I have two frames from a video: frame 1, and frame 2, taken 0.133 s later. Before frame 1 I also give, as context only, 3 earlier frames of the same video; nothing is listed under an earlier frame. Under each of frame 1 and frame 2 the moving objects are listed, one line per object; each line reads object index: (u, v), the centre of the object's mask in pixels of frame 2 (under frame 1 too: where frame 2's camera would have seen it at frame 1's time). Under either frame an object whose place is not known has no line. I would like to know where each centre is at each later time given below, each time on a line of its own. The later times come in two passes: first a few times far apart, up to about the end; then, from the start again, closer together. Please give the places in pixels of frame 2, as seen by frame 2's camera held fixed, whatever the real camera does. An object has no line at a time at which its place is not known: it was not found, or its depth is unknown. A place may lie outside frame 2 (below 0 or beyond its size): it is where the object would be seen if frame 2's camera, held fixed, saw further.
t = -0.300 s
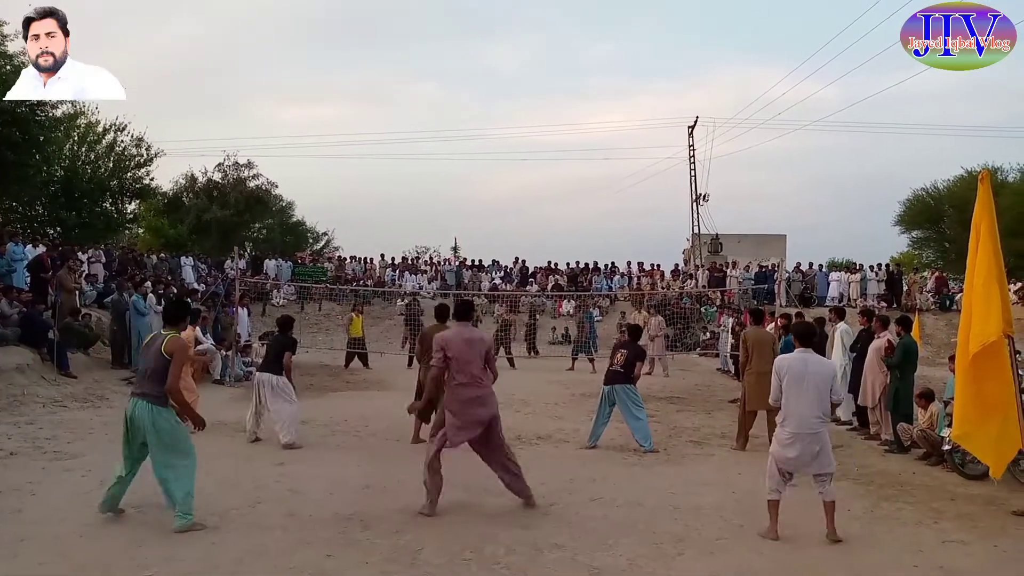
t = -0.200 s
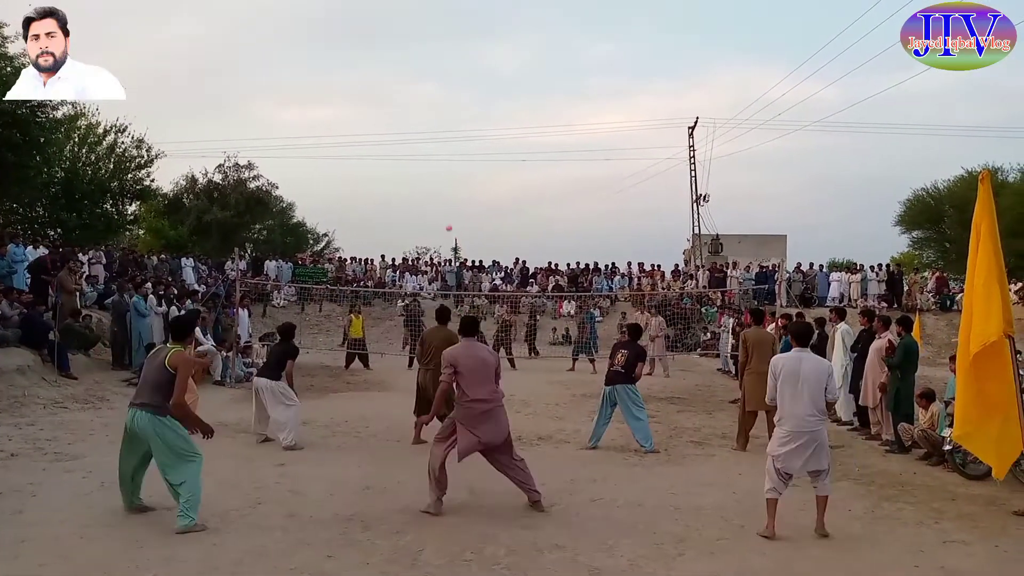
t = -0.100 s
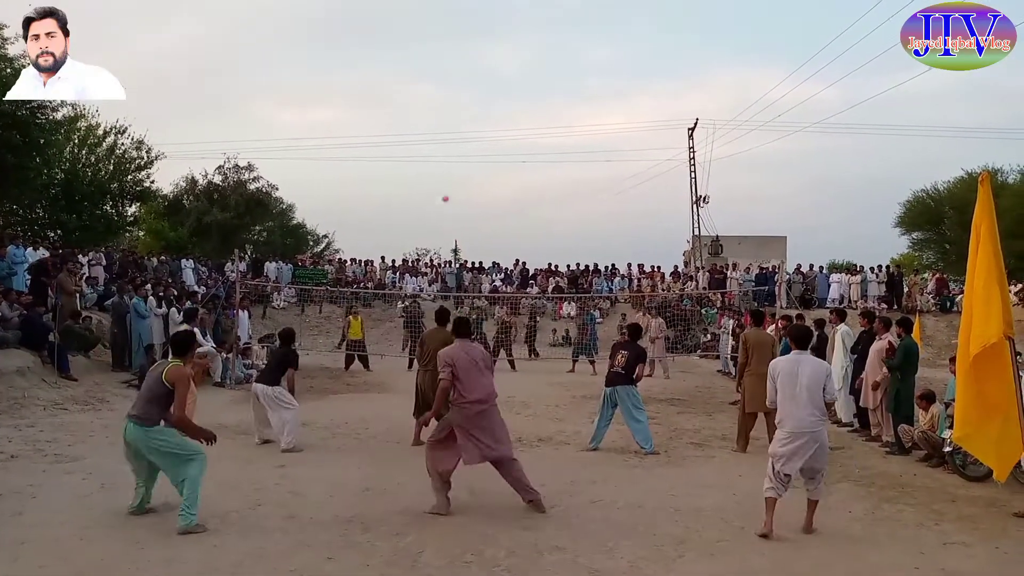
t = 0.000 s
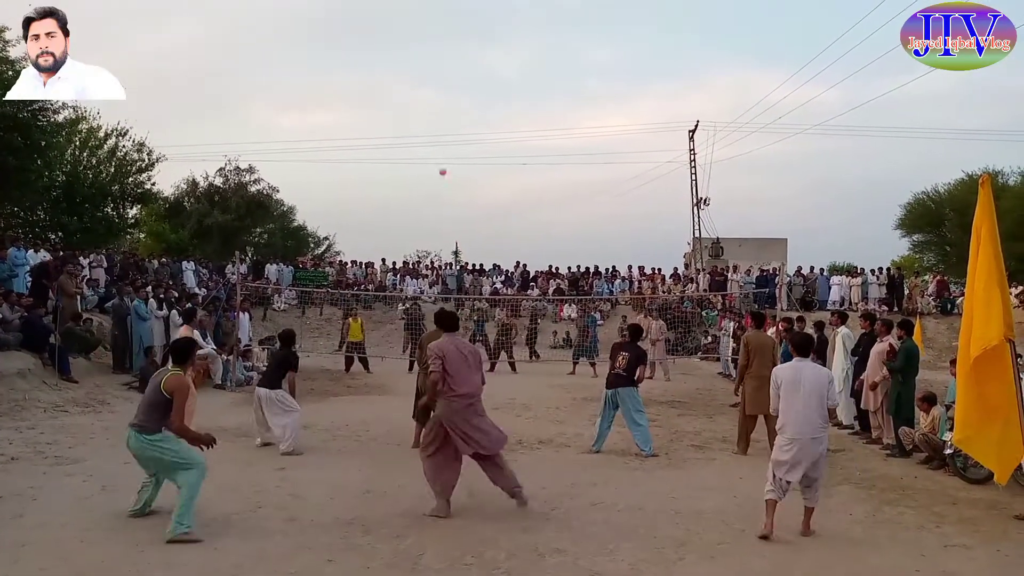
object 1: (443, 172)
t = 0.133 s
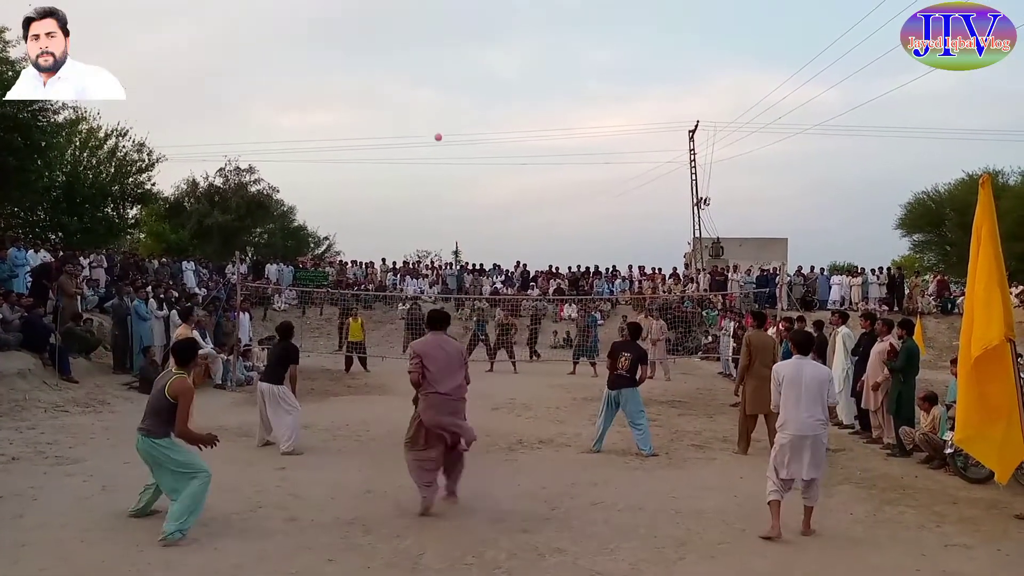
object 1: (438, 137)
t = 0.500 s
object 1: (425, 74)
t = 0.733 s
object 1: (413, 57)
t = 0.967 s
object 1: (396, 78)
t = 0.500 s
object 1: (425, 74)
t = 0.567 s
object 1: (422, 66)
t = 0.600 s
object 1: (420, 64)
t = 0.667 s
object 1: (417, 60)
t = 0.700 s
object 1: (415, 58)
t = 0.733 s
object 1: (413, 57)
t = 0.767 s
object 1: (411, 57)
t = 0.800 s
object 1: (409, 58)
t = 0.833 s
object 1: (407, 61)
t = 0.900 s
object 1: (402, 67)
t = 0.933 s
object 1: (399, 72)
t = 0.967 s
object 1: (396, 78)
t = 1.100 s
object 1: (382, 114)
